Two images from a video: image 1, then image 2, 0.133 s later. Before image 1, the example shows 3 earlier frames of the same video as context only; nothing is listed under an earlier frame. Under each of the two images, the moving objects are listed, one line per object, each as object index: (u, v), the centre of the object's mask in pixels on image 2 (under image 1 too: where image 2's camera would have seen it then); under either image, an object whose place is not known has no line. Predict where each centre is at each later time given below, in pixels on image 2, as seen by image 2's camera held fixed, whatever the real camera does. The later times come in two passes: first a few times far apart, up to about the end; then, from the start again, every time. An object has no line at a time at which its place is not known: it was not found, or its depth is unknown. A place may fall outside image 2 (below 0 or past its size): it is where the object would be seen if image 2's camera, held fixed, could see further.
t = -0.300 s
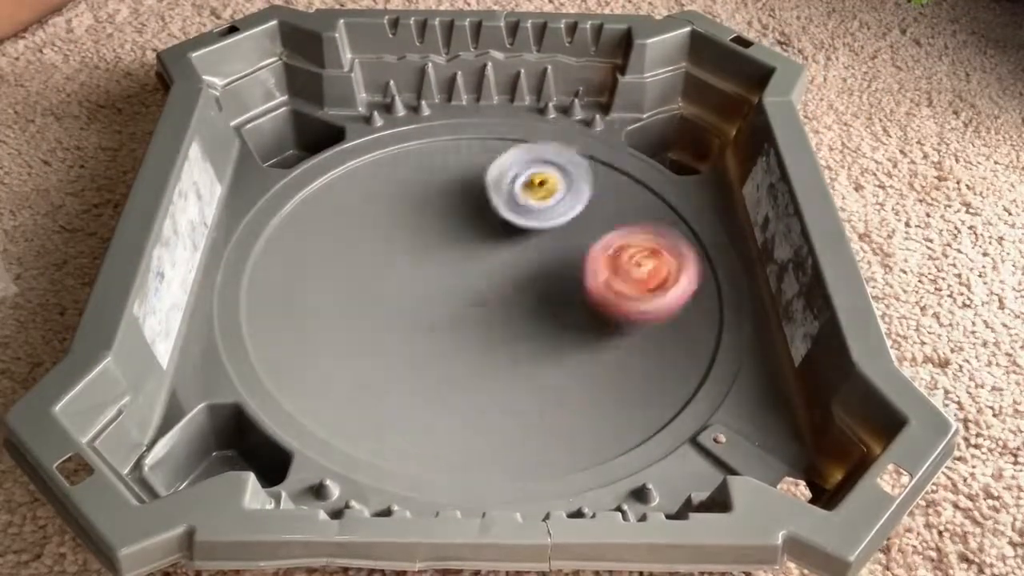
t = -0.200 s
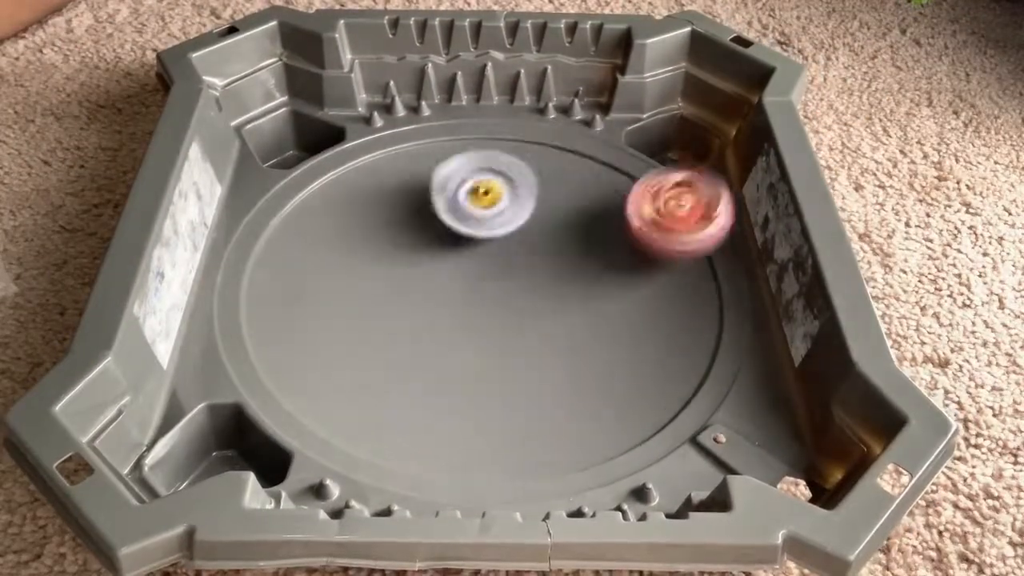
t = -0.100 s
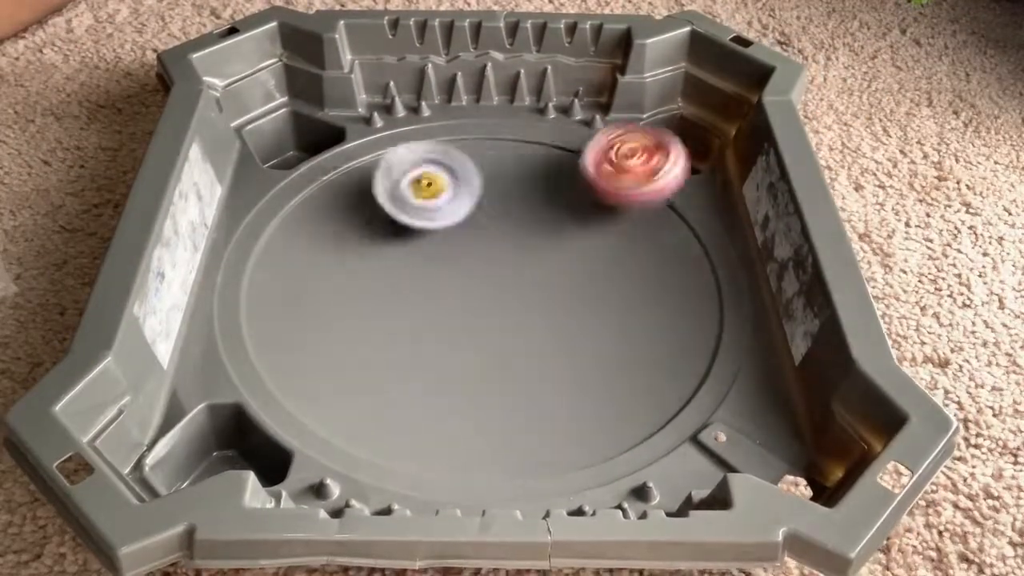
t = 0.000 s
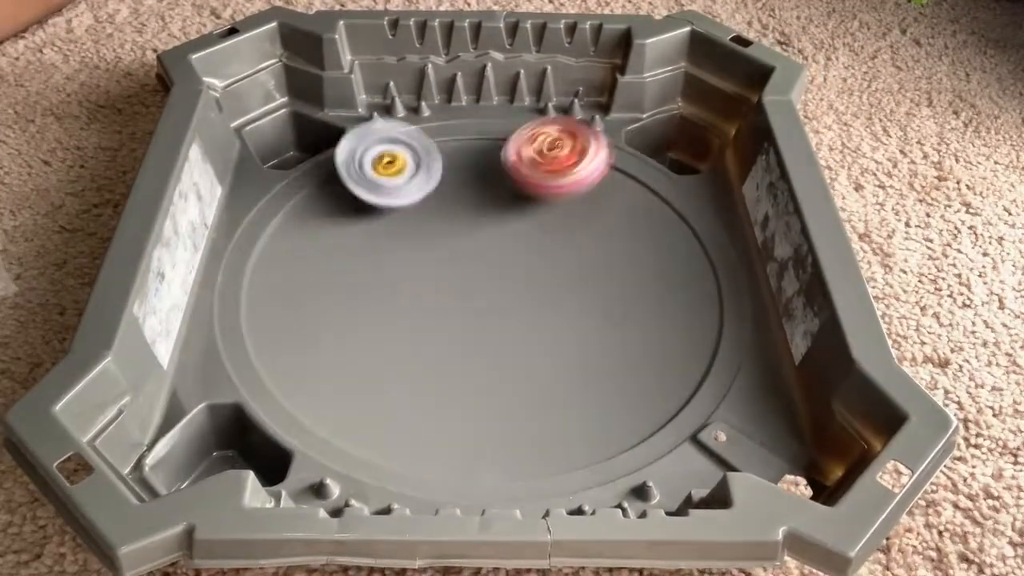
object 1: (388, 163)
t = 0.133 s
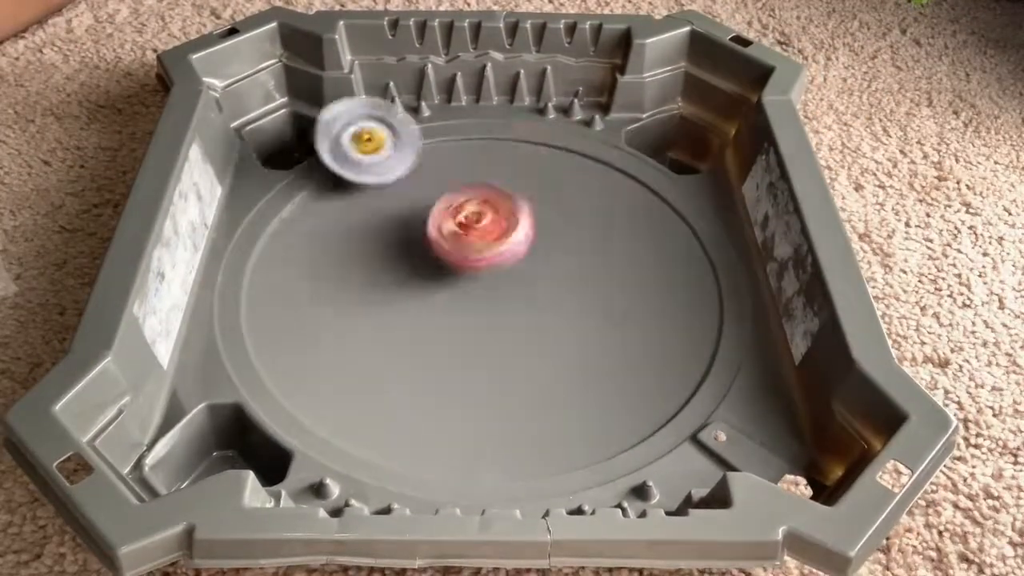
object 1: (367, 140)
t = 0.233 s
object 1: (372, 149)
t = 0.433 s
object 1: (359, 213)
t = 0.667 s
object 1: (303, 289)
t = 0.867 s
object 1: (298, 298)
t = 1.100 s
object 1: (215, 303)
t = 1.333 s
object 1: (213, 353)
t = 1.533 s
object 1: (212, 442)
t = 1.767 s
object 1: (212, 452)
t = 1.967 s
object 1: (212, 452)
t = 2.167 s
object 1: (212, 452)
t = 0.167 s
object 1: (363, 138)
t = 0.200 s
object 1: (369, 143)
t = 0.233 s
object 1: (372, 149)
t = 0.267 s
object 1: (372, 155)
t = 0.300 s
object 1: (371, 165)
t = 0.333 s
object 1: (369, 175)
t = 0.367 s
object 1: (367, 186)
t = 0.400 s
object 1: (363, 197)
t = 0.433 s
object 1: (359, 213)
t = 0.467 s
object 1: (353, 225)
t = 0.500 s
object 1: (346, 237)
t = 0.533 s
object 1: (339, 249)
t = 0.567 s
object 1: (331, 261)
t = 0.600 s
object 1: (322, 273)
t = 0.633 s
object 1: (313, 282)
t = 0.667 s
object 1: (303, 289)
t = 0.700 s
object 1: (294, 296)
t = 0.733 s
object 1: (284, 300)
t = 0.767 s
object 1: (278, 301)
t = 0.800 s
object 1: (278, 299)
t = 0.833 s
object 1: (284, 298)
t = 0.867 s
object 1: (298, 298)
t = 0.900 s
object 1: (317, 302)
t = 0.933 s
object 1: (340, 307)
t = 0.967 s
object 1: (358, 314)
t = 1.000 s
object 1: (296, 316)
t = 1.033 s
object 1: (250, 312)
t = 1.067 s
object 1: (227, 308)
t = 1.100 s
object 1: (215, 303)
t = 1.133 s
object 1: (218, 298)
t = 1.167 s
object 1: (223, 298)
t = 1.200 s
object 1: (224, 301)
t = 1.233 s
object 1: (223, 307)
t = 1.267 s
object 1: (221, 318)
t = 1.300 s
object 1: (217, 335)
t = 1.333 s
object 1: (213, 353)
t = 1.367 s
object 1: (212, 379)
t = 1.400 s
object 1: (213, 415)
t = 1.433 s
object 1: (201, 441)
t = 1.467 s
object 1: (204, 440)
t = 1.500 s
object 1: (203, 447)
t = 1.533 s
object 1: (212, 442)
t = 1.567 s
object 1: (206, 447)
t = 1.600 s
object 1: (216, 443)
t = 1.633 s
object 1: (200, 445)
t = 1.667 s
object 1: (209, 442)
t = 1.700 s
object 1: (209, 448)
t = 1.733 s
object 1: (210, 450)
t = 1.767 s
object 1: (212, 452)
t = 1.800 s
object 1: (213, 452)
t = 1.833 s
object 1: (213, 452)
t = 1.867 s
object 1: (212, 451)
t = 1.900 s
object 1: (212, 452)
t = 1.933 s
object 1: (212, 452)
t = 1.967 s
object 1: (212, 452)
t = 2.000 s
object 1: (212, 452)
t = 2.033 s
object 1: (212, 452)
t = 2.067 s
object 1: (212, 452)
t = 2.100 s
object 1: (212, 452)
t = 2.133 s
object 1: (212, 452)
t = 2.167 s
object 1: (212, 452)
